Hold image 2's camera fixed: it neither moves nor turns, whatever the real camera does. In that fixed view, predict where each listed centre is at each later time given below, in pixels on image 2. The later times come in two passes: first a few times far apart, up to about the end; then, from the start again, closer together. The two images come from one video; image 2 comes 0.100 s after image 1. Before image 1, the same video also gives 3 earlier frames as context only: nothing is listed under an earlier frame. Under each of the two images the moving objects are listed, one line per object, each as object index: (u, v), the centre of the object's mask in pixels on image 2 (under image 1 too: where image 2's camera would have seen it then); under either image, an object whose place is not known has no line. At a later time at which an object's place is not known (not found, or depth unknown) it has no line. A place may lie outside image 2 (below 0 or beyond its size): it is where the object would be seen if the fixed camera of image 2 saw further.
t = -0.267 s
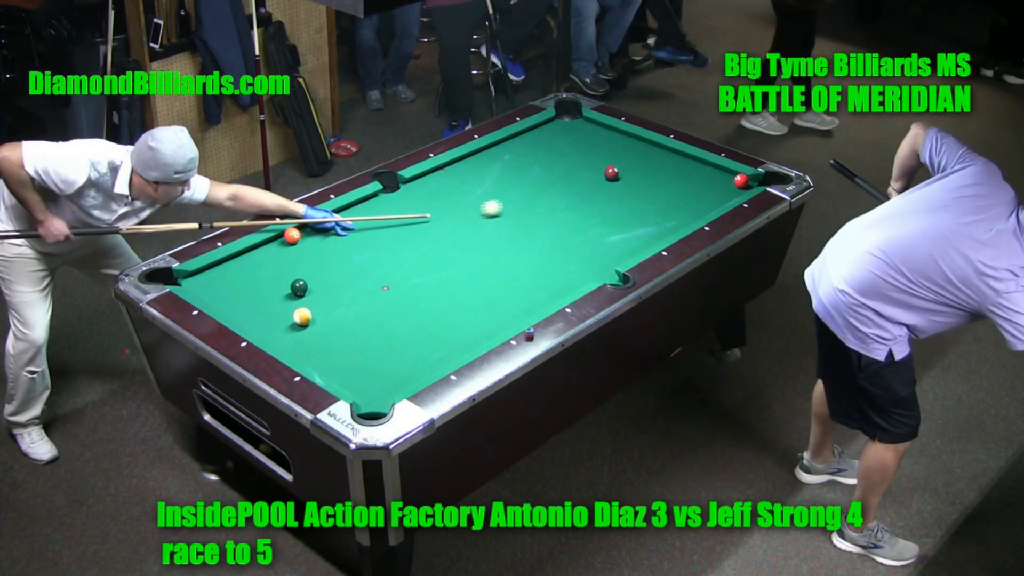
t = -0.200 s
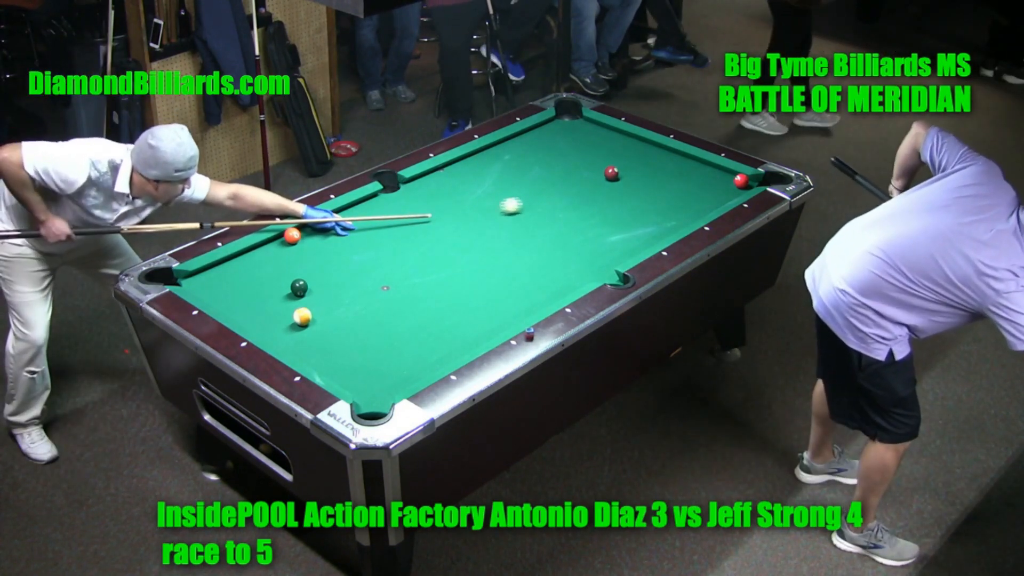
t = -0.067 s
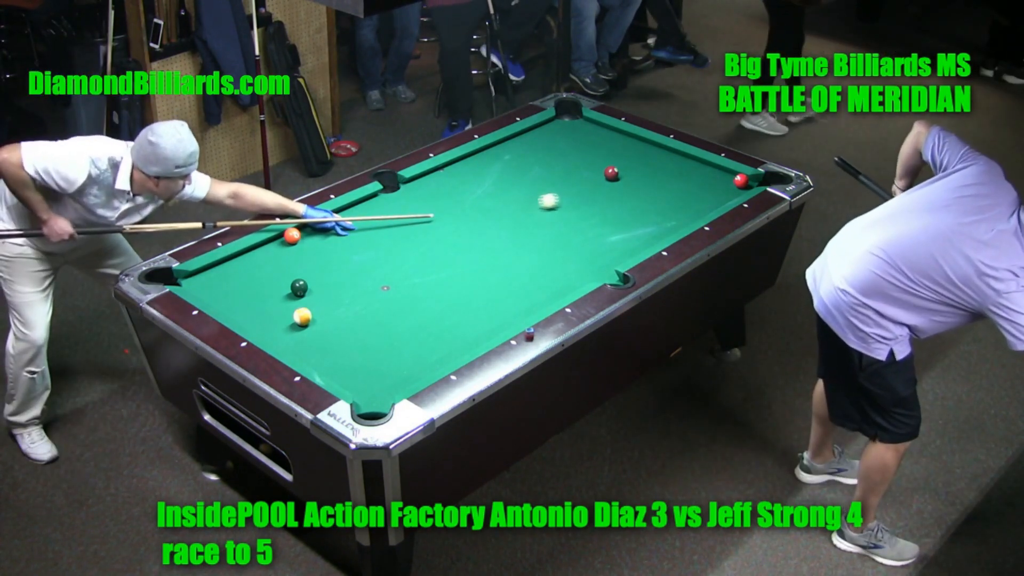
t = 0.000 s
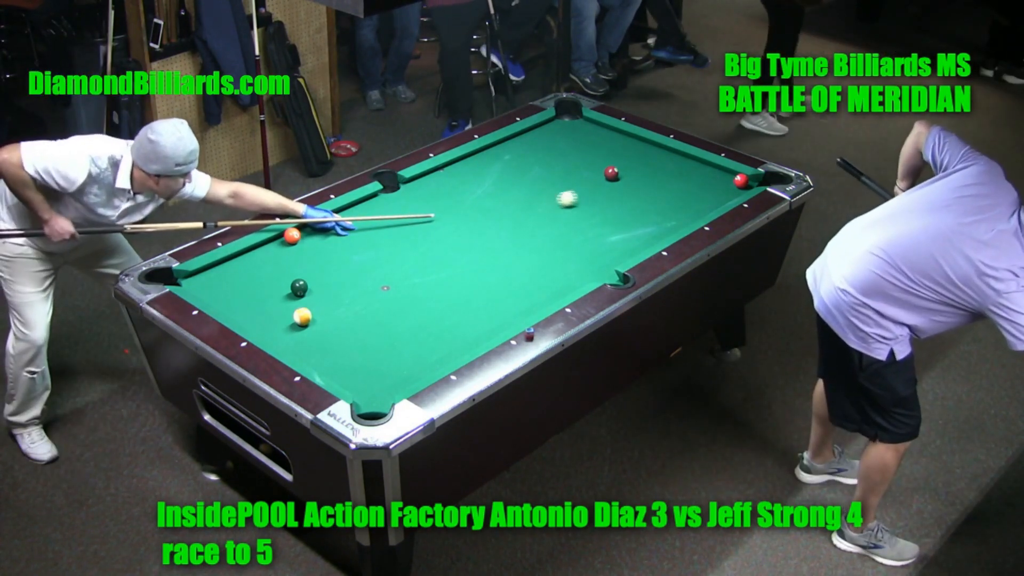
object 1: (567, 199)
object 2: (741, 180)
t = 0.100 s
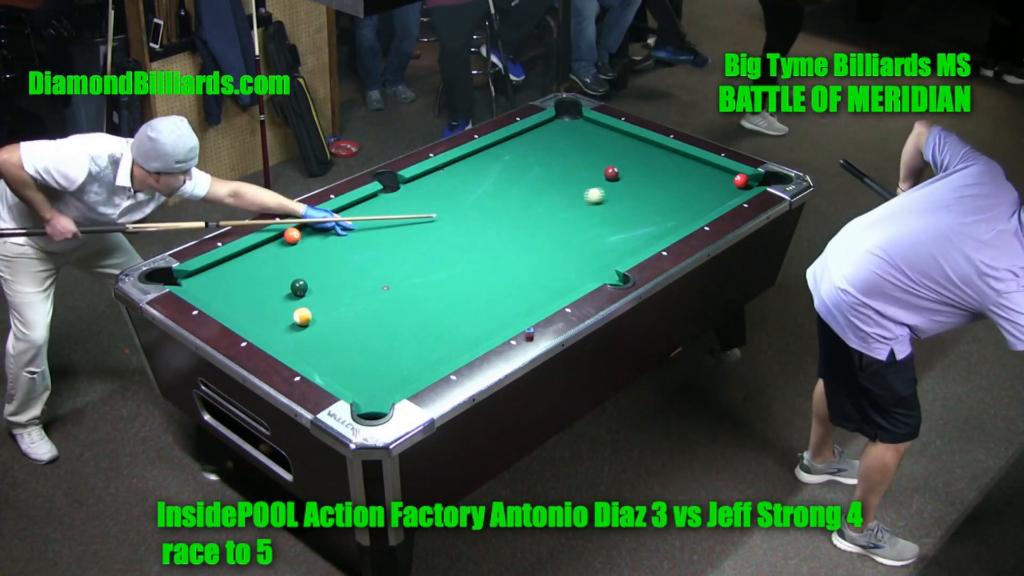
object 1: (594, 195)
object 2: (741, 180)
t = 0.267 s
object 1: (638, 190)
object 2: (741, 180)
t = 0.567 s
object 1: (712, 181)
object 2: (741, 180)
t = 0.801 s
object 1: (727, 175)
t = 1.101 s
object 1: (706, 179)
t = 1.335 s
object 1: (690, 183)
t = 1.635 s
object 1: (671, 187)
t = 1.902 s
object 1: (654, 191)
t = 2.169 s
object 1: (639, 194)
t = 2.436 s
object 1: (625, 198)
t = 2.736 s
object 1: (610, 201)
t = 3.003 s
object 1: (598, 204)
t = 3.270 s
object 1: (587, 207)
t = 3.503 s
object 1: (578, 209)
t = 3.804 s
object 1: (569, 211)
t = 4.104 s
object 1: (560, 213)
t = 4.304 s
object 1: (556, 214)
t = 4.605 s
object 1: (550, 215)
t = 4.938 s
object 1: (546, 216)
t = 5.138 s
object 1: (544, 216)
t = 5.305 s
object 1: (544, 217)
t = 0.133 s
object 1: (603, 194)
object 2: (741, 180)
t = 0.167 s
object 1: (612, 193)
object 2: (741, 180)
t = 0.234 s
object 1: (629, 191)
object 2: (741, 180)
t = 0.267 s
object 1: (638, 190)
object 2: (741, 180)
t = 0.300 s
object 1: (647, 189)
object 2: (741, 180)
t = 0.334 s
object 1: (655, 188)
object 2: (741, 180)
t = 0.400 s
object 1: (672, 186)
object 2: (741, 180)
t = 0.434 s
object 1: (680, 185)
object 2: (741, 180)
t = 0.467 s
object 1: (688, 184)
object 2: (741, 180)
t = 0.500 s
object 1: (696, 183)
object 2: (741, 180)
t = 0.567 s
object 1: (712, 181)
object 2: (741, 180)
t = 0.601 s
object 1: (720, 180)
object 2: (741, 180)
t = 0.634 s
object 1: (726, 179)
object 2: (742, 180)
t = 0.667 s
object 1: (727, 177)
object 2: (749, 180)
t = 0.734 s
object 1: (731, 174)
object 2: (760, 181)
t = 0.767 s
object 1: (730, 174)
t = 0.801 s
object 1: (727, 175)
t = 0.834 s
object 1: (725, 175)
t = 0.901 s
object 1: (720, 176)
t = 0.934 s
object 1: (718, 177)
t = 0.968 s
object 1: (716, 177)
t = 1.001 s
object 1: (713, 178)
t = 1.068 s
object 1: (709, 179)
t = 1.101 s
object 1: (706, 179)
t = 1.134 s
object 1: (704, 180)
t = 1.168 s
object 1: (702, 180)
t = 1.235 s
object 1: (697, 181)
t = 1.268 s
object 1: (695, 182)
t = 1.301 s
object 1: (692, 182)
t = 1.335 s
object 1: (690, 183)
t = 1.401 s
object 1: (686, 184)
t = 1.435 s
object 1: (684, 184)
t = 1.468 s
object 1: (681, 185)
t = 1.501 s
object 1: (679, 185)
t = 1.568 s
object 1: (675, 186)
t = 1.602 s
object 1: (673, 187)
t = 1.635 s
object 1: (671, 187)
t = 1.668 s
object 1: (669, 187)
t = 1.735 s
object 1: (665, 188)
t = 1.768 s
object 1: (663, 189)
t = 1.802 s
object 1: (660, 189)
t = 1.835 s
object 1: (658, 190)
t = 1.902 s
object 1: (654, 191)
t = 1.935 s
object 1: (653, 191)
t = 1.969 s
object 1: (651, 192)
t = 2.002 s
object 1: (649, 192)
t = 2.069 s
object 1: (645, 193)
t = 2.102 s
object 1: (643, 193)
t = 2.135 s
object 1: (641, 194)
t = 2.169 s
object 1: (639, 194)
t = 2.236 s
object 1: (635, 195)
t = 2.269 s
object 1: (634, 196)
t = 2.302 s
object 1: (632, 196)
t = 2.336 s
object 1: (630, 196)
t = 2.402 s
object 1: (626, 197)
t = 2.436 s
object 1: (625, 198)
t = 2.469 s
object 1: (623, 198)
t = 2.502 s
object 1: (621, 198)
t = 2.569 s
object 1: (618, 199)
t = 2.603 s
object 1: (616, 200)
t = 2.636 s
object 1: (615, 200)
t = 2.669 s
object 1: (613, 200)
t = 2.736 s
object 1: (610, 201)
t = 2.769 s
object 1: (608, 201)
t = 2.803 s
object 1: (606, 202)
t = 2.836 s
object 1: (605, 202)
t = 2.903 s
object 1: (602, 203)
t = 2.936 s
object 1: (600, 203)
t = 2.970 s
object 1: (599, 204)
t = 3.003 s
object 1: (598, 204)
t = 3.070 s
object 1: (595, 205)
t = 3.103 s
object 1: (593, 205)
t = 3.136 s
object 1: (592, 205)
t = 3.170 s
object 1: (591, 206)
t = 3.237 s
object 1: (588, 206)
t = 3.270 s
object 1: (587, 207)
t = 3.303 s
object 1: (585, 207)
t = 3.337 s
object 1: (584, 207)
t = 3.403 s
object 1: (582, 208)
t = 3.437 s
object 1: (580, 208)
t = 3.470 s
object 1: (579, 209)
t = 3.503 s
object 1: (578, 209)
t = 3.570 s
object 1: (576, 209)
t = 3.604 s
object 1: (575, 210)
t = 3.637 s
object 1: (574, 210)
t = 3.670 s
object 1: (573, 210)
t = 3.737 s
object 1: (570, 211)
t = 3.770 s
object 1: (570, 211)
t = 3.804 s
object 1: (569, 211)
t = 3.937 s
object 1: (565, 212)
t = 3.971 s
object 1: (564, 212)
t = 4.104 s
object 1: (560, 213)
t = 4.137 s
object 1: (560, 213)
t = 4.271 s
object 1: (556, 214)
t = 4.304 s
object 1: (556, 214)
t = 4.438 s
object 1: (553, 214)
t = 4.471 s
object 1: (552, 215)
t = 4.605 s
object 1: (550, 215)
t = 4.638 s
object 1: (549, 215)
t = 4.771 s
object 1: (547, 216)
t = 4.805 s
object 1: (547, 216)
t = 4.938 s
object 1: (546, 216)
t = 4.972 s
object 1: (545, 216)
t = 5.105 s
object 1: (544, 216)
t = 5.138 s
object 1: (544, 216)
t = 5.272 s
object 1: (544, 216)
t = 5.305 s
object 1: (544, 217)
